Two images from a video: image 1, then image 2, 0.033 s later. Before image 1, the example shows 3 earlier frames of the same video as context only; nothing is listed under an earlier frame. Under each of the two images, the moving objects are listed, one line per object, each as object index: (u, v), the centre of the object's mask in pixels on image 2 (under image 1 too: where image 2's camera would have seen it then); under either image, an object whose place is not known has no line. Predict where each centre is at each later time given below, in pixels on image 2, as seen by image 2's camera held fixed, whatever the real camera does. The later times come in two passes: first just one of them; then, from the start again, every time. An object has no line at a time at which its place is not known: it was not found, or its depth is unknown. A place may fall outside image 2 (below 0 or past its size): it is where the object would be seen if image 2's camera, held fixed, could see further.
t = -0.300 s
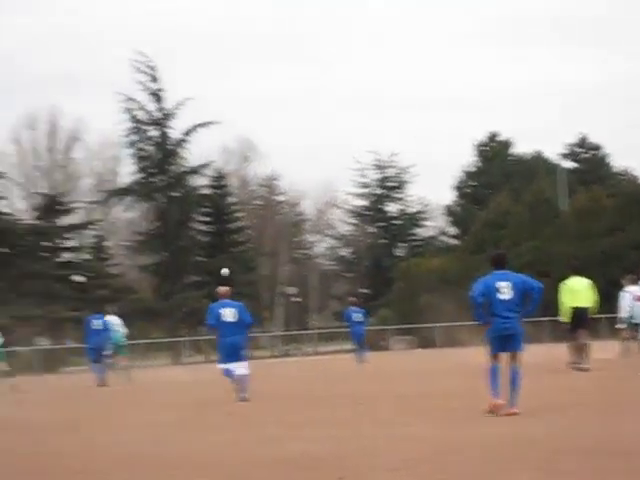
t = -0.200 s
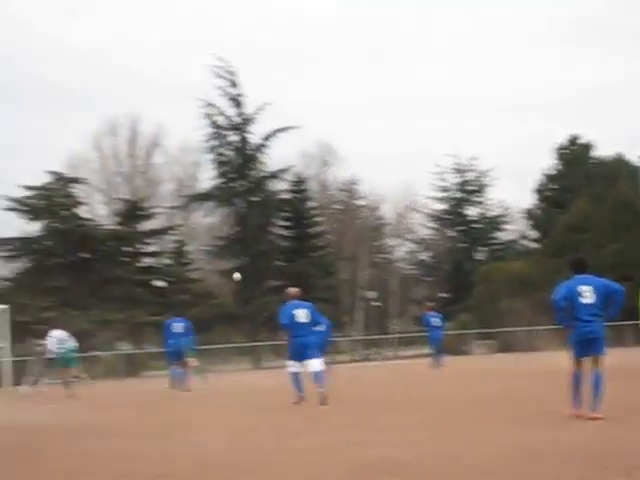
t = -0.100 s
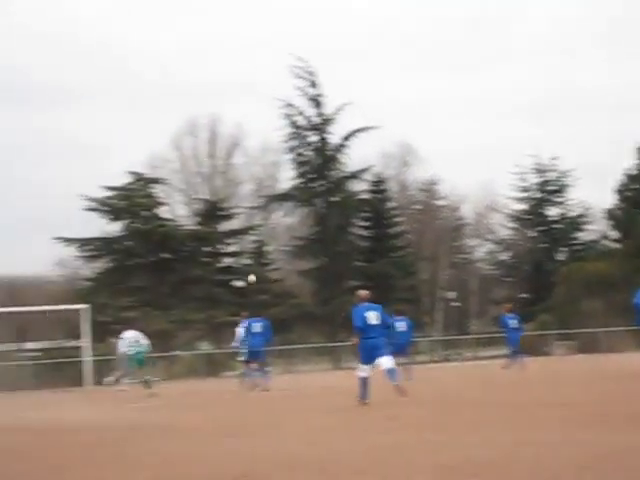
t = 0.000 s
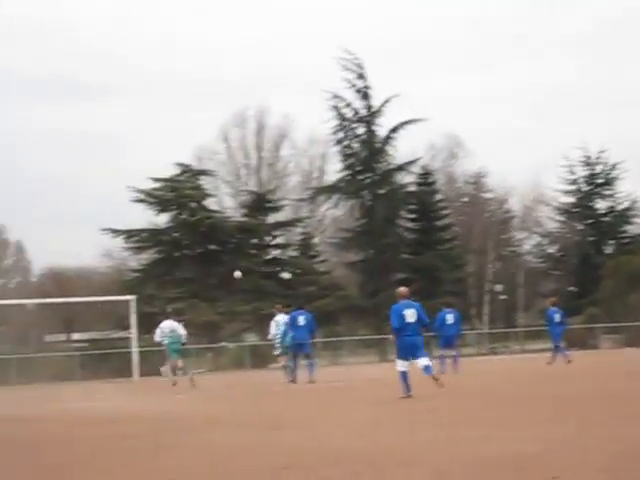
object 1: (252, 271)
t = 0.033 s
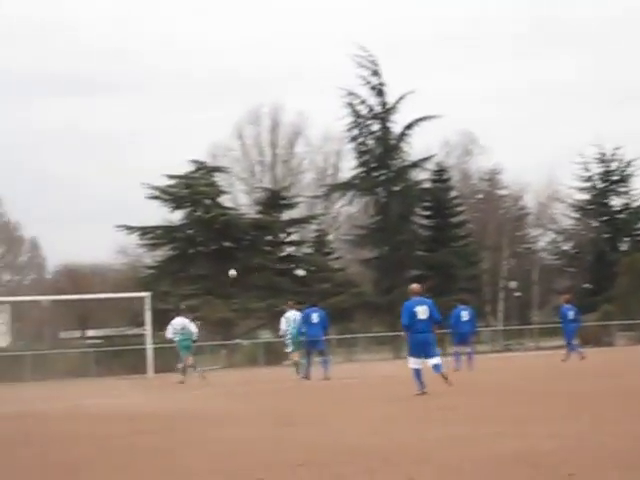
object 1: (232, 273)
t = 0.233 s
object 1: (120, 289)
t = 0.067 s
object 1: (212, 275)
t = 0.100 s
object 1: (193, 278)
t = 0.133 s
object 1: (175, 280)
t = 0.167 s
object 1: (156, 283)
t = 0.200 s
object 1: (138, 286)
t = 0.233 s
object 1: (120, 289)
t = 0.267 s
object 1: (102, 293)
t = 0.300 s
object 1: (97, 282)
